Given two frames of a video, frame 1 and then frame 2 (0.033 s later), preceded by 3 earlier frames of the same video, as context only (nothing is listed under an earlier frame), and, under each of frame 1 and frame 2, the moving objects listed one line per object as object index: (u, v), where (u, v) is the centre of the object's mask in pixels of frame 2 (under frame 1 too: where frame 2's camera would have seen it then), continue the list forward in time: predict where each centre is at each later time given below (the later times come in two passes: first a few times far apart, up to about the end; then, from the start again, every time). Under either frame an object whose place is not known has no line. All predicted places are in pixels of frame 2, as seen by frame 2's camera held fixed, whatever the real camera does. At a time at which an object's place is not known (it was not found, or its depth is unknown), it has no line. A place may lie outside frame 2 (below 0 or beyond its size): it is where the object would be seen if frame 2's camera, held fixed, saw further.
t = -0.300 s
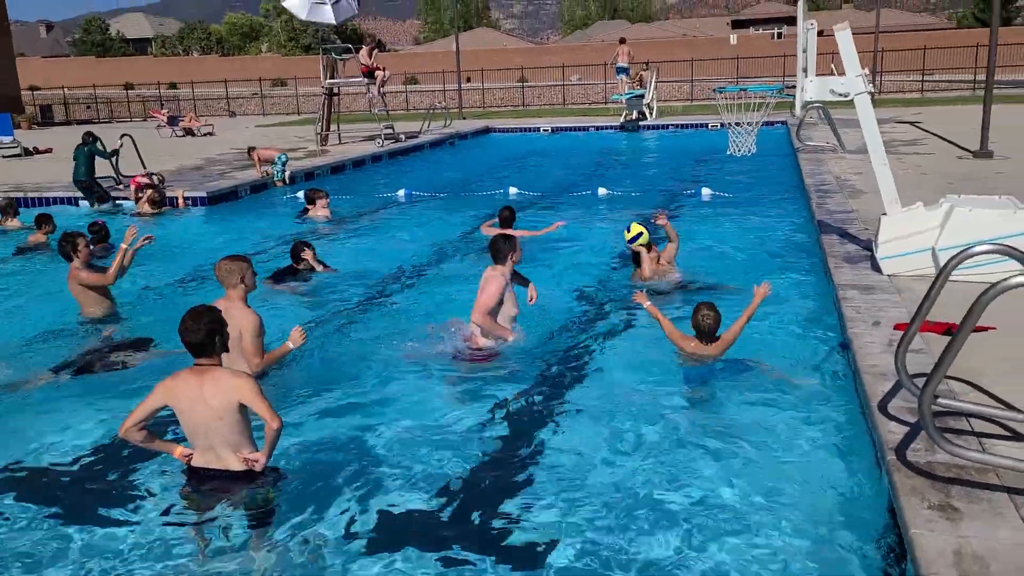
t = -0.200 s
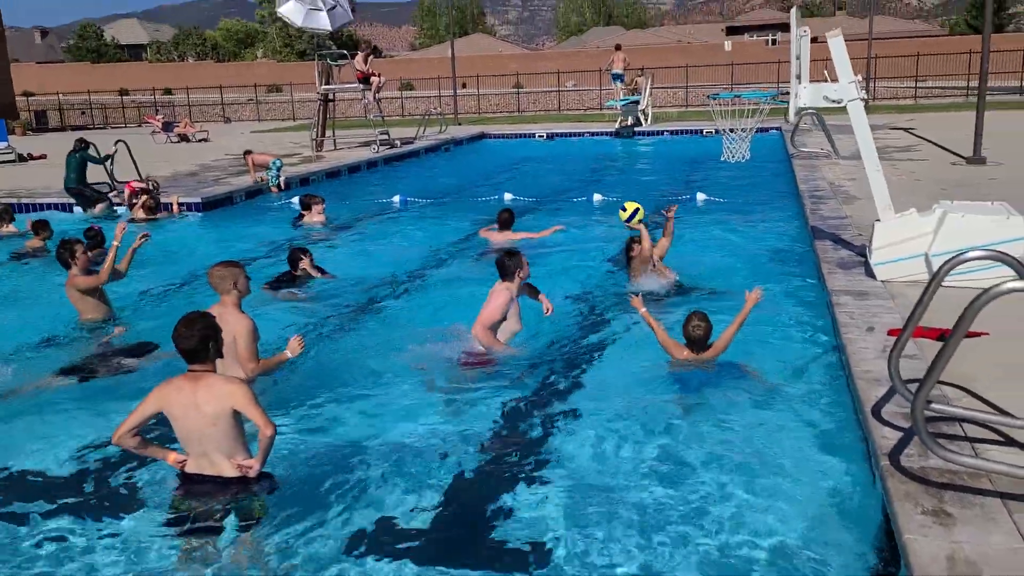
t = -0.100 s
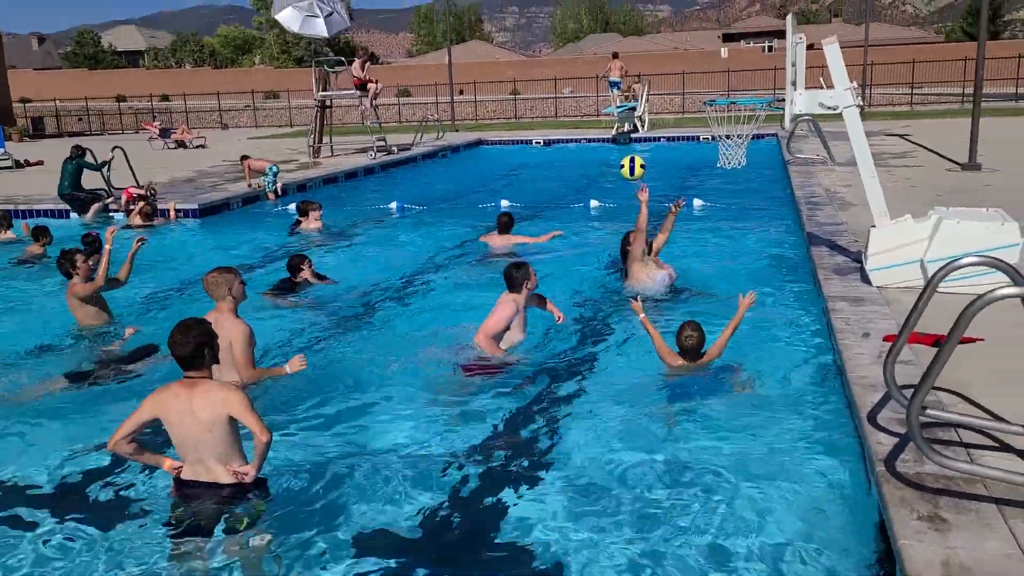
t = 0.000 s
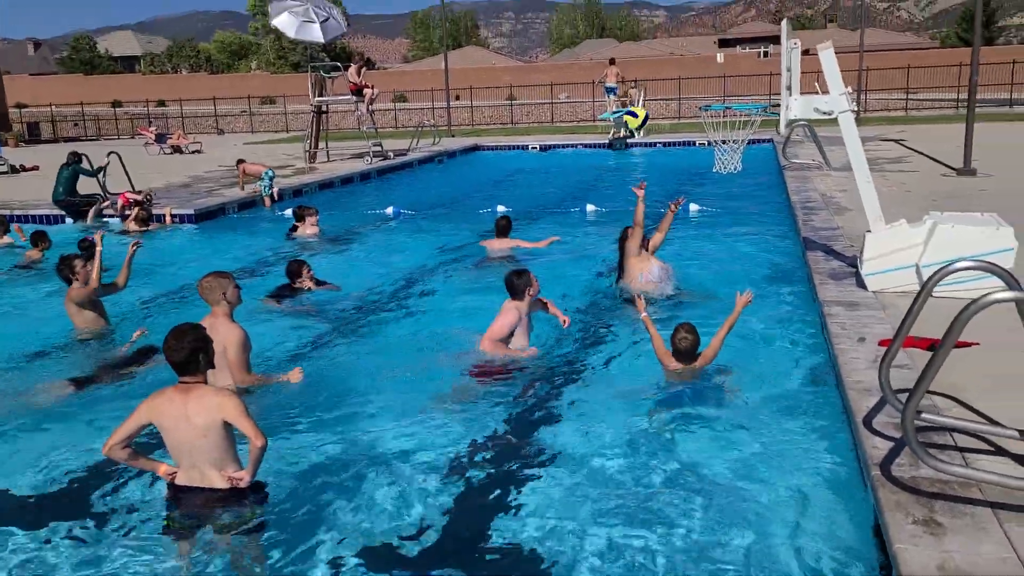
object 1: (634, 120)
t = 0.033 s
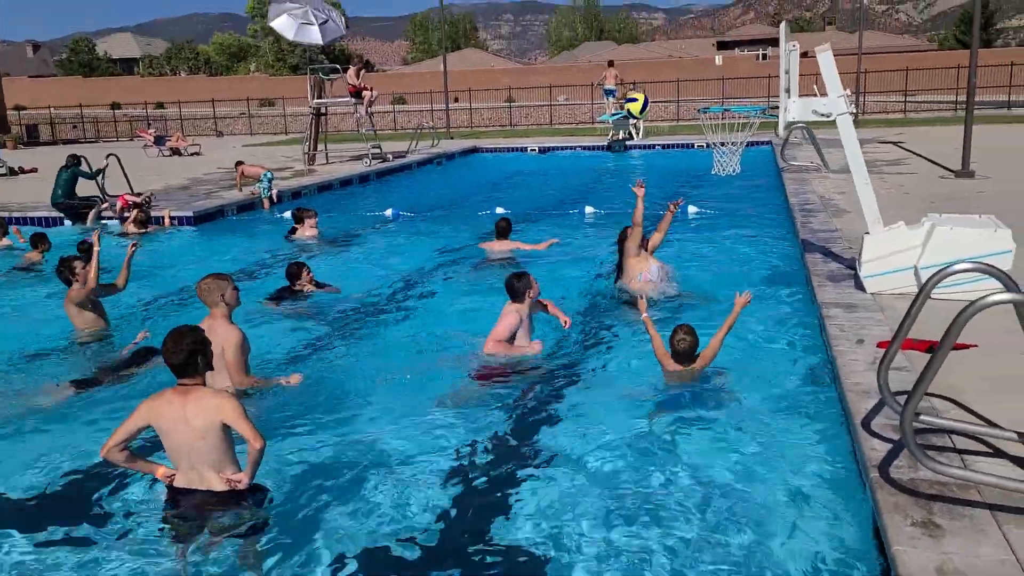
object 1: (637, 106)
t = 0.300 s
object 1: (661, 30)
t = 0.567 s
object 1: (684, 48)
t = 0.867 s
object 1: (708, 179)
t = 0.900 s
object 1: (713, 199)
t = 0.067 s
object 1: (640, 91)
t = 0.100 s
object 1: (643, 78)
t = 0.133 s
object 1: (646, 67)
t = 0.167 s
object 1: (649, 57)
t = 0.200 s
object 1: (652, 48)
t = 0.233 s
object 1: (655, 40)
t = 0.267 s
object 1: (658, 34)
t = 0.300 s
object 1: (661, 30)
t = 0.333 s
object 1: (664, 27)
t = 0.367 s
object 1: (666, 26)
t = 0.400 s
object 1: (669, 26)
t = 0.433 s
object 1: (673, 27)
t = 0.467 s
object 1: (675, 30)
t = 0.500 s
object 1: (678, 35)
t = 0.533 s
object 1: (681, 41)
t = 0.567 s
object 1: (684, 48)
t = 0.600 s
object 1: (687, 57)
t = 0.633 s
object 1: (689, 68)
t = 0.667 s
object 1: (692, 79)
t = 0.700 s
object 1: (695, 93)
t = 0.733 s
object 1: (697, 106)
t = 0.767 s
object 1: (699, 123)
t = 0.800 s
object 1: (702, 140)
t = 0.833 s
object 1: (704, 159)
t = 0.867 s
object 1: (708, 179)
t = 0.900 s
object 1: (713, 199)
